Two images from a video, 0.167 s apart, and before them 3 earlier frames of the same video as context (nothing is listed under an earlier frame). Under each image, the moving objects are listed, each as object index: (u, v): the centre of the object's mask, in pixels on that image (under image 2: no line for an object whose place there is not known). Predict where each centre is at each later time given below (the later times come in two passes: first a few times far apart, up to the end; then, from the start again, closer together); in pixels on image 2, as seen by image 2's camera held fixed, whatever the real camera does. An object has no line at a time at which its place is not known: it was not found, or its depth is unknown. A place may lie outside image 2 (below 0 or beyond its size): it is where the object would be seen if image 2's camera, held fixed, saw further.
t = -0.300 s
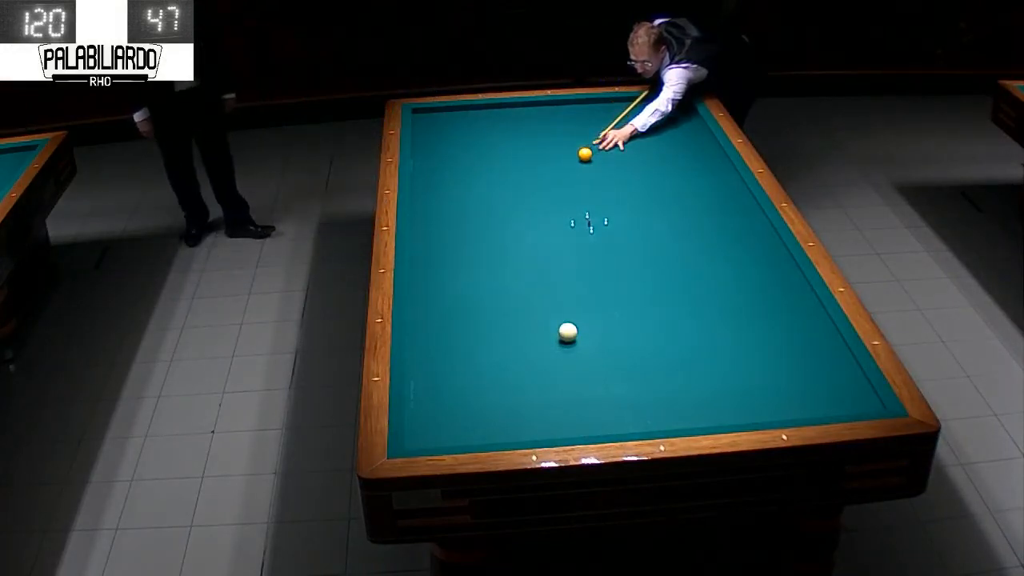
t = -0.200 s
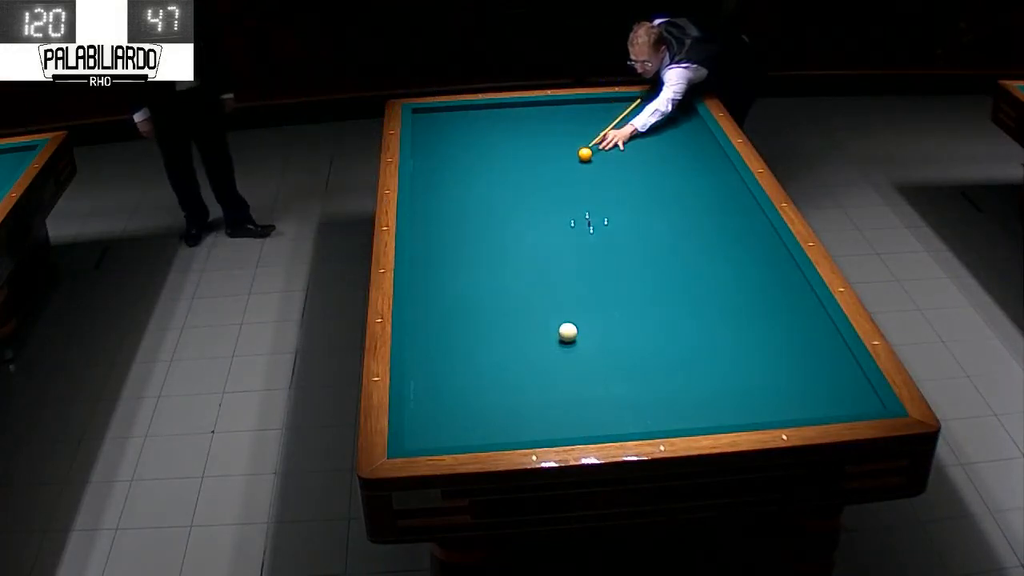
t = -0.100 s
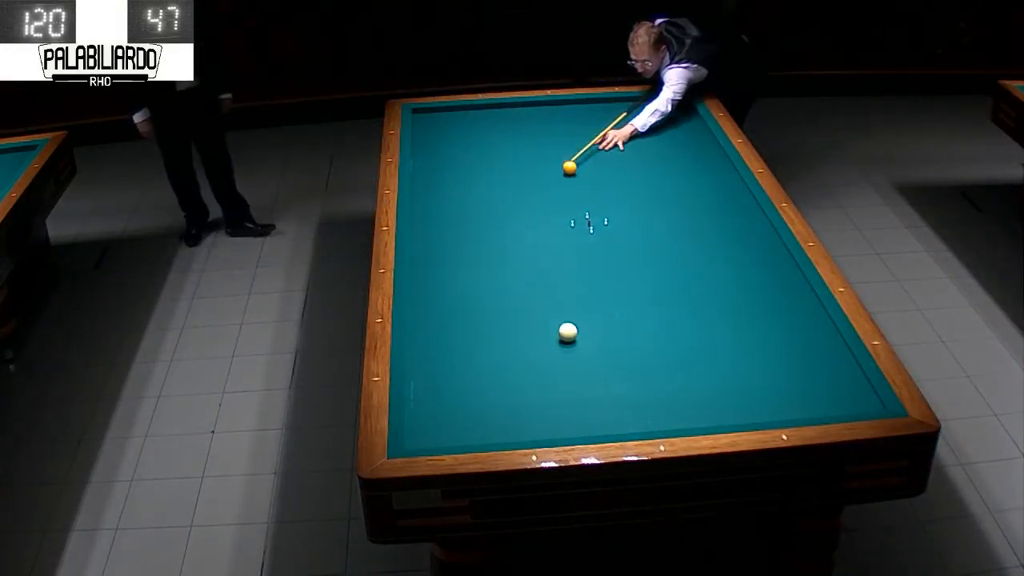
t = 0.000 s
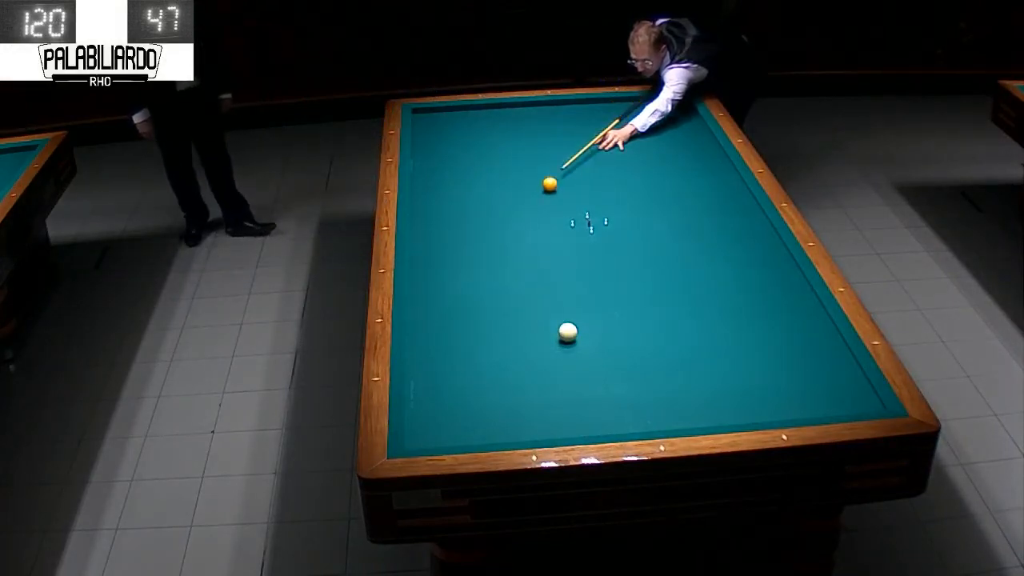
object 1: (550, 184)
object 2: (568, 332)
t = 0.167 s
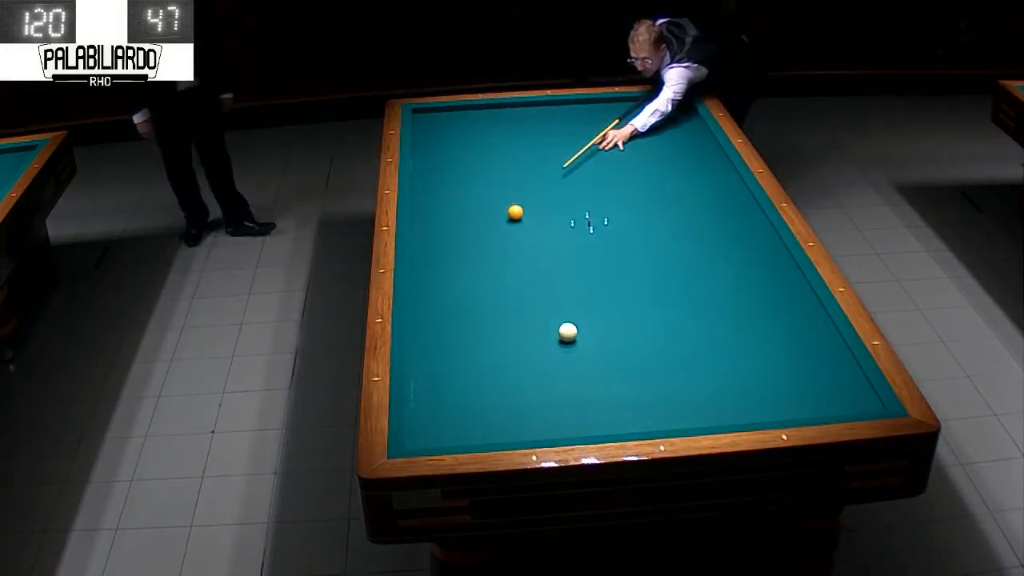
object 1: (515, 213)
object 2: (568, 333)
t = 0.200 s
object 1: (507, 219)
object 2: (568, 333)
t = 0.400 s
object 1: (460, 258)
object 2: (568, 333)
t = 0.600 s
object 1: (419, 300)
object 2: (568, 333)
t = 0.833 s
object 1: (463, 337)
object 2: (568, 333)
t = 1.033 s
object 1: (496, 373)
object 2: (568, 333)
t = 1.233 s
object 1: (532, 413)
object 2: (568, 333)
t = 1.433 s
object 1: (556, 421)
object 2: (568, 333)
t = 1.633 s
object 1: (562, 395)
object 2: (568, 333)
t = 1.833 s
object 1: (568, 371)
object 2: (568, 333)
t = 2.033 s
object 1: (573, 351)
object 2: (567, 332)
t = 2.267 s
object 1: (587, 336)
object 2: (561, 324)
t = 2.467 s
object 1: (600, 329)
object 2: (555, 315)
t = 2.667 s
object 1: (612, 321)
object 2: (548, 306)
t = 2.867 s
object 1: (624, 314)
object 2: (543, 298)
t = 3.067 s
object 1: (635, 308)
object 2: (537, 290)
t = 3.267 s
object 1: (646, 302)
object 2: (532, 283)
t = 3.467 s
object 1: (656, 296)
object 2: (527, 276)
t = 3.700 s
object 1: (668, 289)
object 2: (522, 268)
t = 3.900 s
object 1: (677, 284)
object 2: (518, 262)
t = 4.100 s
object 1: (685, 279)
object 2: (514, 256)
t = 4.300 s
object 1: (693, 274)
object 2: (511, 251)
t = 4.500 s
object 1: (701, 270)
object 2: (507, 246)
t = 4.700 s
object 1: (708, 266)
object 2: (504, 241)
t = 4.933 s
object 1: (716, 261)
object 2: (501, 235)
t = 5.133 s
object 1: (723, 257)
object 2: (498, 231)
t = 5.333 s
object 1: (729, 253)
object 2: (496, 227)
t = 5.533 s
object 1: (734, 250)
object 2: (494, 223)
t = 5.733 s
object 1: (740, 247)
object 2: (491, 220)
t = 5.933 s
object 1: (745, 244)
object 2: (489, 216)
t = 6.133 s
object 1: (749, 241)
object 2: (487, 213)
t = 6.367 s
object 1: (755, 239)
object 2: (485, 210)
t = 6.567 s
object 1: (759, 237)
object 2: (483, 208)
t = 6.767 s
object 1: (762, 235)
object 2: (481, 205)
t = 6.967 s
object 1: (766, 233)
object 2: (480, 203)
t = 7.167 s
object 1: (768, 231)
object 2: (478, 201)
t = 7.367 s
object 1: (766, 230)
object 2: (477, 199)
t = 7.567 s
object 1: (763, 230)
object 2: (476, 197)
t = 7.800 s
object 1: (761, 229)
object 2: (475, 196)
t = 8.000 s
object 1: (760, 229)
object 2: (474, 194)
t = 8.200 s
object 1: (759, 229)
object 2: (474, 193)
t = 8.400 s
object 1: (759, 229)
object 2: (474, 192)
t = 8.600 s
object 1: (759, 229)
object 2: (474, 191)
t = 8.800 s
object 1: (759, 229)
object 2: (474, 191)
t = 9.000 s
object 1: (759, 229)
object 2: (473, 190)
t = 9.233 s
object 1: (759, 229)
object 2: (473, 190)
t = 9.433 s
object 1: (759, 229)
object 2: (473, 190)
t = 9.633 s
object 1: (759, 229)
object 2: (473, 190)
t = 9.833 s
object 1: (759, 229)
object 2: (473, 190)
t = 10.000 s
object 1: (759, 229)
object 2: (473, 190)
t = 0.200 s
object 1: (507, 219)
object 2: (568, 333)
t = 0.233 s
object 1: (500, 226)
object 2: (568, 332)
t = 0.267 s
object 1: (492, 232)
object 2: (568, 333)
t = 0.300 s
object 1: (484, 238)
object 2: (568, 333)
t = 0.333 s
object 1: (476, 245)
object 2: (568, 332)
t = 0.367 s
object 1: (468, 251)
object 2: (568, 333)
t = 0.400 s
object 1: (460, 258)
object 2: (568, 333)
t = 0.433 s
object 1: (452, 265)
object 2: (568, 333)
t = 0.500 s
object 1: (434, 280)
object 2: (568, 332)
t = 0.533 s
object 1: (425, 287)
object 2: (568, 333)
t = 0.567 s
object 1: (416, 295)
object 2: (568, 333)
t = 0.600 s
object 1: (419, 300)
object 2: (568, 333)
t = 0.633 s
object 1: (427, 305)
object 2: (568, 333)
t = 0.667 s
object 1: (434, 310)
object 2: (568, 333)
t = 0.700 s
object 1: (441, 315)
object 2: (568, 333)
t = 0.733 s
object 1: (447, 320)
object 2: (568, 332)
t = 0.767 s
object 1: (452, 326)
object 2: (568, 332)
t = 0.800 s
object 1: (457, 331)
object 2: (568, 332)
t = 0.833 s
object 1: (463, 337)
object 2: (568, 333)
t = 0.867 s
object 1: (468, 343)
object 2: (568, 332)
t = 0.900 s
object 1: (473, 348)
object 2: (568, 333)
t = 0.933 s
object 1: (479, 354)
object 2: (568, 333)
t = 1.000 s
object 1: (490, 367)
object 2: (568, 333)
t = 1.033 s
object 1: (496, 373)
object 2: (568, 333)
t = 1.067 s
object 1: (501, 380)
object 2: (568, 333)
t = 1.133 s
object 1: (513, 393)
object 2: (567, 333)
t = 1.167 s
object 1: (520, 400)
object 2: (567, 333)
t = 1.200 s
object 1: (526, 406)
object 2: (568, 333)
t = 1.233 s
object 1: (532, 413)
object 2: (568, 333)
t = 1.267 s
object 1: (539, 420)
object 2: (568, 333)
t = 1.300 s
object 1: (545, 426)
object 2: (568, 333)
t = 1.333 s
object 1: (553, 430)
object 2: (568, 333)
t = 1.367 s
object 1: (555, 429)
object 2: (568, 333)
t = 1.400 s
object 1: (555, 425)
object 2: (568, 333)
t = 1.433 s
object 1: (556, 421)
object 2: (568, 333)
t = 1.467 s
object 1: (557, 416)
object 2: (568, 333)
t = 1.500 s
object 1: (558, 411)
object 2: (568, 333)
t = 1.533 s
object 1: (559, 407)
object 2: (568, 333)
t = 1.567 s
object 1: (560, 403)
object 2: (568, 333)
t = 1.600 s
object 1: (561, 399)
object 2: (568, 333)
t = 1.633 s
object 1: (562, 395)
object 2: (568, 333)
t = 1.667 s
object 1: (563, 390)
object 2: (568, 333)
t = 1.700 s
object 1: (564, 386)
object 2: (568, 333)
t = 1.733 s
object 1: (565, 382)
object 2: (568, 333)
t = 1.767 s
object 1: (566, 379)
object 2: (568, 333)
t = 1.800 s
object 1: (567, 375)
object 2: (568, 333)
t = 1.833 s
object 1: (568, 371)
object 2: (568, 333)
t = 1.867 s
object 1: (569, 367)
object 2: (568, 332)
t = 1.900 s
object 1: (570, 364)
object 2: (568, 332)
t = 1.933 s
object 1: (571, 360)
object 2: (568, 333)
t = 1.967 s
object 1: (572, 357)
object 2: (568, 333)
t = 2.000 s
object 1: (572, 354)
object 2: (567, 332)
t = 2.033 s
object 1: (573, 351)
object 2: (567, 332)
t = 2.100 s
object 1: (575, 343)
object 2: (566, 331)
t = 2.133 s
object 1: (577, 341)
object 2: (565, 330)
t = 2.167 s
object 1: (580, 340)
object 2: (565, 329)
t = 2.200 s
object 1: (582, 339)
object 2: (564, 327)
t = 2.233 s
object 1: (584, 338)
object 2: (562, 325)
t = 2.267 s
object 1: (587, 336)
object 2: (561, 324)
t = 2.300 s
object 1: (589, 335)
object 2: (560, 322)
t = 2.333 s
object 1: (591, 334)
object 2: (559, 321)
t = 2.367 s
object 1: (593, 332)
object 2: (558, 319)
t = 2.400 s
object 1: (595, 331)
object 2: (557, 318)
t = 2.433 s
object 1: (597, 330)
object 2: (556, 316)
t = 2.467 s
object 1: (600, 329)
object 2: (555, 315)
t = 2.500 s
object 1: (602, 328)
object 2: (553, 313)
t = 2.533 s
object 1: (604, 326)
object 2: (552, 312)
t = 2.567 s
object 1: (606, 325)
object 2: (551, 310)
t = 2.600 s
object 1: (608, 324)
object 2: (550, 309)
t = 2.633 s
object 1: (610, 323)
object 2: (549, 307)
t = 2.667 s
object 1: (612, 321)
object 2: (548, 306)
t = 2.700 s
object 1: (614, 320)
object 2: (547, 305)
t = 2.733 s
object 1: (616, 319)
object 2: (547, 303)
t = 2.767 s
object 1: (618, 318)
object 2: (545, 302)
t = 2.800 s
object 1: (620, 317)
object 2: (544, 301)
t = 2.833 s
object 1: (622, 316)
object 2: (543, 299)
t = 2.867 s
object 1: (624, 314)
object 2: (543, 298)
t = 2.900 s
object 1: (626, 313)
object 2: (541, 296)
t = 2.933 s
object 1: (628, 312)
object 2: (541, 295)
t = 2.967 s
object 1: (630, 311)
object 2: (540, 294)
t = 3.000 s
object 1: (632, 310)
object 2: (539, 293)
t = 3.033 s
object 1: (634, 309)
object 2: (538, 291)
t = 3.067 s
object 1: (635, 308)
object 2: (537, 290)
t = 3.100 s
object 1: (637, 307)
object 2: (536, 289)
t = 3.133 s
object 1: (639, 306)
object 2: (535, 288)
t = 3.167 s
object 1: (641, 305)
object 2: (534, 286)
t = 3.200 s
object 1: (643, 304)
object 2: (534, 285)
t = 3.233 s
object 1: (644, 303)
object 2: (533, 284)
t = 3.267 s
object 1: (646, 302)
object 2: (532, 283)
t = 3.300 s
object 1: (648, 301)
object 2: (531, 281)
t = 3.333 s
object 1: (650, 300)
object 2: (530, 280)
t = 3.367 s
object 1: (651, 299)
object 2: (530, 279)
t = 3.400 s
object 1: (653, 298)
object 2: (529, 278)
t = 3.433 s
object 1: (655, 297)
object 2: (528, 277)
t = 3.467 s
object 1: (656, 296)
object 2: (527, 276)
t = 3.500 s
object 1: (658, 295)
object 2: (527, 274)
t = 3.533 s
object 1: (660, 294)
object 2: (526, 273)
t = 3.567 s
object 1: (661, 293)
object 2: (525, 272)
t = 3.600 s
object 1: (663, 292)
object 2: (524, 271)
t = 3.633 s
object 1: (664, 291)
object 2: (524, 270)
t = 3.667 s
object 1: (666, 290)
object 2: (523, 269)
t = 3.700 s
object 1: (668, 289)
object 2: (522, 268)
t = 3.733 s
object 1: (669, 288)
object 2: (521, 267)
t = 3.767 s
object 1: (671, 288)
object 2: (521, 266)
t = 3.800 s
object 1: (672, 287)
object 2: (520, 265)
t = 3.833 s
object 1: (674, 286)
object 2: (519, 264)
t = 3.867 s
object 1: (675, 285)
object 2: (519, 263)
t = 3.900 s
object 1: (677, 284)
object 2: (518, 262)
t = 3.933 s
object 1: (678, 283)
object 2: (517, 261)
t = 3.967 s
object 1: (680, 282)
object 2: (517, 260)
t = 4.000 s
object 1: (681, 281)
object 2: (516, 259)
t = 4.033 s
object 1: (683, 281)
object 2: (515, 258)
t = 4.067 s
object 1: (684, 280)
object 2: (515, 257)
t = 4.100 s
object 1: (685, 279)
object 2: (514, 256)
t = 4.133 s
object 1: (687, 278)
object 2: (514, 255)
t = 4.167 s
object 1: (688, 277)
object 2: (513, 254)
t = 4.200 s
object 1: (689, 277)
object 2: (512, 253)
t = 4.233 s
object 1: (691, 276)
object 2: (512, 252)
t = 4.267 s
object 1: (692, 275)
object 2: (511, 251)
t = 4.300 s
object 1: (693, 274)
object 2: (511, 251)
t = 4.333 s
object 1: (694, 274)
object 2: (510, 250)
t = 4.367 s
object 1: (696, 273)
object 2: (510, 249)
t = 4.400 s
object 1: (697, 272)
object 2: (509, 248)
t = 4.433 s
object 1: (699, 271)
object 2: (508, 247)
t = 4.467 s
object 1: (700, 270)
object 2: (508, 246)
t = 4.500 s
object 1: (701, 270)
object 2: (507, 246)
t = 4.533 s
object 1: (702, 269)
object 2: (507, 245)
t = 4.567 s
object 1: (703, 268)
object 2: (506, 244)
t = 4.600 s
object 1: (705, 267)
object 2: (506, 243)
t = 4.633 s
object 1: (706, 267)
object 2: (505, 242)
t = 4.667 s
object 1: (707, 266)
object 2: (505, 241)
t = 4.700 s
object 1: (708, 266)
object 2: (504, 241)
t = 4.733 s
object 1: (709, 265)
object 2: (504, 240)
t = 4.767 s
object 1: (711, 264)
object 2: (503, 239)
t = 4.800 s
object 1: (712, 263)
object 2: (503, 238)
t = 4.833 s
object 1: (713, 263)
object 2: (502, 238)
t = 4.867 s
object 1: (714, 262)
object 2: (502, 237)
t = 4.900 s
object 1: (715, 261)
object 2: (502, 236)
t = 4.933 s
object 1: (716, 261)
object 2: (501, 235)
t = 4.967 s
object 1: (717, 260)
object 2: (501, 234)
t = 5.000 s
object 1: (718, 259)
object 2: (500, 234)
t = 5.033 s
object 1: (719, 259)
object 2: (500, 233)
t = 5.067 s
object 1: (721, 258)
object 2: (499, 232)
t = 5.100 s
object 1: (722, 257)
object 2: (499, 232)
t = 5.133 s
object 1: (723, 257)
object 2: (498, 231)
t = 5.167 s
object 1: (724, 256)
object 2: (498, 230)
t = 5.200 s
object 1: (725, 256)
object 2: (497, 230)
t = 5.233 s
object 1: (726, 255)
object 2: (497, 229)
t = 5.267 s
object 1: (727, 254)
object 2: (497, 228)
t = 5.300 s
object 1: (728, 254)
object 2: (496, 228)
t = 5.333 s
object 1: (729, 253)
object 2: (496, 227)
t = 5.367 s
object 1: (730, 253)
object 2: (496, 226)
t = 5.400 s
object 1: (731, 252)
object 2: (495, 226)
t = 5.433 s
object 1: (732, 252)
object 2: (495, 225)
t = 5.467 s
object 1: (733, 251)
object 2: (494, 224)
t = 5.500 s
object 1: (733, 251)
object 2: (494, 224)
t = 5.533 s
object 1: (734, 250)
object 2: (494, 223)
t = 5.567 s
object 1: (735, 250)
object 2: (493, 223)
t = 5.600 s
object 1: (736, 249)
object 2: (493, 222)
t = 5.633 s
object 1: (737, 248)
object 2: (493, 221)
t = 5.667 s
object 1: (738, 248)
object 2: (492, 220)
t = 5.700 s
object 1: (739, 248)
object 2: (492, 220)
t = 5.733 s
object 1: (740, 247)
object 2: (491, 220)
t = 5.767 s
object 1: (741, 247)
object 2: (491, 219)
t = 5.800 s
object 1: (741, 246)
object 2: (491, 219)
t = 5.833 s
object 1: (742, 246)
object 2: (490, 218)
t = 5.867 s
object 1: (743, 245)
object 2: (490, 217)
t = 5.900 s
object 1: (744, 245)
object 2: (489, 217)
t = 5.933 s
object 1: (745, 244)
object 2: (489, 216)
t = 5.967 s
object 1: (745, 244)
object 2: (489, 216)
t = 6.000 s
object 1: (746, 243)
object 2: (488, 215)
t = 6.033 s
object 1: (747, 243)
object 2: (488, 215)
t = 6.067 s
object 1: (748, 242)
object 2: (487, 214)
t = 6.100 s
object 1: (749, 242)
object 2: (487, 214)
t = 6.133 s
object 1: (749, 241)
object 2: (487, 213)
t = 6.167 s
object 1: (750, 241)
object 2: (486, 213)
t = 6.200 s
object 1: (751, 241)
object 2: (486, 212)
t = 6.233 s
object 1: (752, 240)
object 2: (486, 212)
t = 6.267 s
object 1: (752, 240)
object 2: (485, 211)
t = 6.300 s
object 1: (753, 240)
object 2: (485, 211)
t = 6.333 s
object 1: (754, 239)
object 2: (485, 211)
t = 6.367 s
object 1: (755, 239)
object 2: (485, 210)
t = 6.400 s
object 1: (755, 238)
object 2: (484, 210)
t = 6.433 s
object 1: (756, 238)
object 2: (484, 209)
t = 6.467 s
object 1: (757, 238)
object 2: (483, 209)
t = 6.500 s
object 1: (757, 237)
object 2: (483, 208)
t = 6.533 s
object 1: (758, 237)
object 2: (483, 208)
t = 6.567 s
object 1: (759, 237)
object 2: (483, 208)
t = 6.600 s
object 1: (759, 236)
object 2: (482, 207)
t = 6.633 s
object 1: (760, 236)
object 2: (482, 207)
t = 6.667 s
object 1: (760, 235)
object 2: (482, 206)
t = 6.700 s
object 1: (761, 235)
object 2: (482, 206)
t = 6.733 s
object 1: (762, 235)
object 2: (481, 206)
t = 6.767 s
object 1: (762, 235)
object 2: (481, 205)
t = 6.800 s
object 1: (763, 234)
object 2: (481, 205)
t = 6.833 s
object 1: (764, 234)
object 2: (480, 204)
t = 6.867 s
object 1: (764, 234)
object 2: (480, 204)
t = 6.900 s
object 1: (765, 233)
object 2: (480, 204)
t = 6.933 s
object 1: (765, 233)
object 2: (480, 203)
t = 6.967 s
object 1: (766, 233)
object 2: (480, 203)
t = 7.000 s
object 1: (766, 233)
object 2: (479, 203)
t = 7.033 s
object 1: (767, 232)
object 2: (479, 202)
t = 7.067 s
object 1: (767, 232)
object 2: (479, 202)
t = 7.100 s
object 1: (768, 231)
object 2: (478, 201)
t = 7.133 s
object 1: (768, 231)
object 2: (478, 201)
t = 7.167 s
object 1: (768, 231)
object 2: (478, 201)
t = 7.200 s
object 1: (768, 231)
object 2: (478, 201)
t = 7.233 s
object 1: (767, 231)
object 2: (477, 200)
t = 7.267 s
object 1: (767, 230)
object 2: (477, 200)
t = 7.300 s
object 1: (766, 230)
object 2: (477, 200)
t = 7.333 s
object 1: (766, 230)
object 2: (477, 199)
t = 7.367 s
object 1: (766, 230)
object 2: (477, 199)
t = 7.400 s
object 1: (765, 230)
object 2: (477, 199)
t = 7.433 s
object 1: (765, 230)
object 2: (476, 198)
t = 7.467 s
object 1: (764, 230)
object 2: (476, 198)
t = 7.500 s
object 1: (764, 230)
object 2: (476, 198)
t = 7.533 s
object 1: (764, 230)
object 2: (476, 198)
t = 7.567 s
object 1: (763, 230)
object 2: (476, 197)
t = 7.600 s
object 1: (763, 230)
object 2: (475, 197)
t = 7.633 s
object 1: (763, 230)
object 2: (475, 197)
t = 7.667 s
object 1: (763, 230)
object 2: (475, 197)
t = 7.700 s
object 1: (762, 230)
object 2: (475, 196)
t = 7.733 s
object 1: (762, 230)
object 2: (475, 196)
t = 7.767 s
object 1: (761, 230)
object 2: (475, 196)
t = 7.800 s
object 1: (761, 229)
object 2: (475, 196)
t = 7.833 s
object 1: (761, 229)
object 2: (475, 195)
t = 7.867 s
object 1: (761, 229)
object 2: (475, 195)
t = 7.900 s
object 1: (761, 229)
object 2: (474, 195)
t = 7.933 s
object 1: (760, 229)
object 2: (474, 195)
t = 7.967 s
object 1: (760, 229)
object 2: (474, 195)
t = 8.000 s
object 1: (760, 229)
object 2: (474, 194)
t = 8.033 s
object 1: (760, 229)
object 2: (474, 194)
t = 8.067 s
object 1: (760, 229)
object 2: (474, 194)
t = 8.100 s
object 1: (759, 229)
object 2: (474, 194)
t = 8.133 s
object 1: (759, 229)
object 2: (474, 194)
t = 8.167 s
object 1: (759, 229)
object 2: (474, 194)
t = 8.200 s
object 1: (759, 229)
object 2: (474, 193)
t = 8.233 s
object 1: (759, 229)
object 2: (474, 193)
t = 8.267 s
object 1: (759, 229)
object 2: (474, 193)
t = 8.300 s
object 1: (759, 229)
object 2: (474, 193)
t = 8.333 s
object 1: (759, 229)
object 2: (474, 193)
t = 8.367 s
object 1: (759, 229)
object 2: (474, 192)
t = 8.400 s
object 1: (759, 229)
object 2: (474, 192)
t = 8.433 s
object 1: (759, 229)
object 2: (474, 192)
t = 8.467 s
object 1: (759, 229)
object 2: (474, 192)
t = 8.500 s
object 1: (759, 229)
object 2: (474, 192)
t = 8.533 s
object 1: (759, 229)
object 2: (474, 192)
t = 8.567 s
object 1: (759, 229)
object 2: (474, 192)
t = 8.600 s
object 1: (759, 229)
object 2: (474, 191)
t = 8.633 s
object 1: (759, 229)
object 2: (473, 191)
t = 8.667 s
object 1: (759, 229)
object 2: (473, 191)
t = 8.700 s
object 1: (759, 229)
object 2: (473, 191)
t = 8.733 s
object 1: (759, 229)
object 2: (473, 191)
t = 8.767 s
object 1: (759, 229)
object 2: (473, 191)
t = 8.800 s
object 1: (759, 229)
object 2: (474, 191)
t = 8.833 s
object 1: (759, 229)
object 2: (473, 191)
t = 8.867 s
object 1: (759, 229)
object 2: (473, 191)
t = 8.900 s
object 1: (759, 229)
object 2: (473, 191)
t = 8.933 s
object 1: (759, 229)
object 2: (473, 191)
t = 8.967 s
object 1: (759, 229)
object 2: (473, 190)
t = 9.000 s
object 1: (759, 229)
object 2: (473, 190)
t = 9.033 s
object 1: (759, 229)
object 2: (473, 190)
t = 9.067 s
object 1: (759, 229)
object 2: (473, 190)
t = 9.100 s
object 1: (759, 229)
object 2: (473, 190)
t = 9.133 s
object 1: (759, 229)
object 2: (473, 190)
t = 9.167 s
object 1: (759, 229)
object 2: (473, 190)
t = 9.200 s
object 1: (759, 229)
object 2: (473, 190)
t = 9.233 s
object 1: (759, 229)
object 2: (473, 190)
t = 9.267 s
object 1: (759, 229)
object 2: (473, 190)
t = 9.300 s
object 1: (759, 229)
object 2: (473, 190)
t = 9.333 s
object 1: (759, 229)
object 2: (473, 190)
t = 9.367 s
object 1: (759, 229)
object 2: (473, 190)
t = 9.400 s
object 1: (759, 229)
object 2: (473, 190)
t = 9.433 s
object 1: (759, 229)
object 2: (473, 190)
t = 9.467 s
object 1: (759, 229)
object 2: (473, 190)
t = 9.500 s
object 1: (759, 229)
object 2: (473, 190)
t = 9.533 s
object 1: (759, 229)
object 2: (473, 190)
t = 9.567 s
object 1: (759, 229)
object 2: (473, 190)
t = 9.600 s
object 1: (759, 229)
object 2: (473, 190)
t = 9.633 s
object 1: (759, 229)
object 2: (473, 190)
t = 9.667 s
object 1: (759, 229)
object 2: (473, 190)
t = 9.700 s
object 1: (759, 229)
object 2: (473, 190)
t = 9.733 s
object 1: (759, 229)
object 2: (473, 190)
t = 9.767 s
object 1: (759, 229)
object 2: (473, 190)
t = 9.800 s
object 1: (759, 229)
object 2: (473, 190)
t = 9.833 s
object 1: (759, 229)
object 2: (473, 190)
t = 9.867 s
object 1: (759, 229)
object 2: (473, 190)
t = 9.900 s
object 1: (759, 229)
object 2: (473, 190)
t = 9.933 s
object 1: (759, 229)
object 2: (473, 190)
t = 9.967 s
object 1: (759, 229)
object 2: (473, 190)
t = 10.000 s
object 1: (759, 229)
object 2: (473, 190)
